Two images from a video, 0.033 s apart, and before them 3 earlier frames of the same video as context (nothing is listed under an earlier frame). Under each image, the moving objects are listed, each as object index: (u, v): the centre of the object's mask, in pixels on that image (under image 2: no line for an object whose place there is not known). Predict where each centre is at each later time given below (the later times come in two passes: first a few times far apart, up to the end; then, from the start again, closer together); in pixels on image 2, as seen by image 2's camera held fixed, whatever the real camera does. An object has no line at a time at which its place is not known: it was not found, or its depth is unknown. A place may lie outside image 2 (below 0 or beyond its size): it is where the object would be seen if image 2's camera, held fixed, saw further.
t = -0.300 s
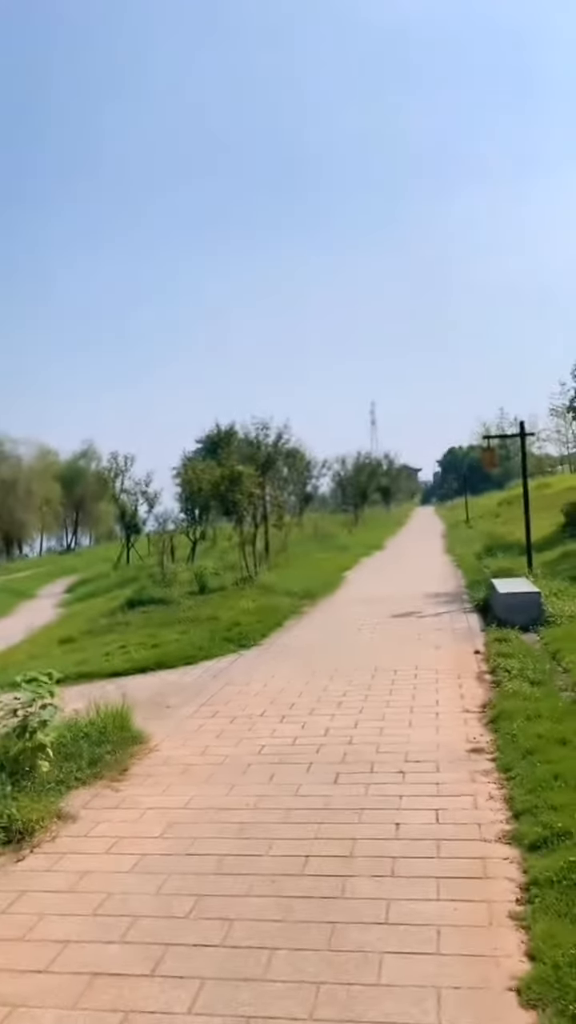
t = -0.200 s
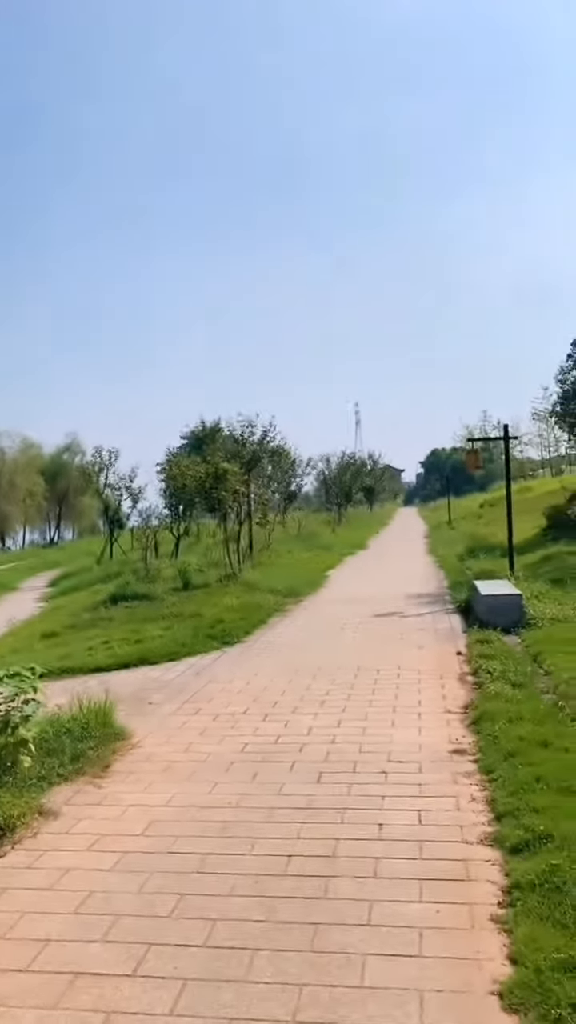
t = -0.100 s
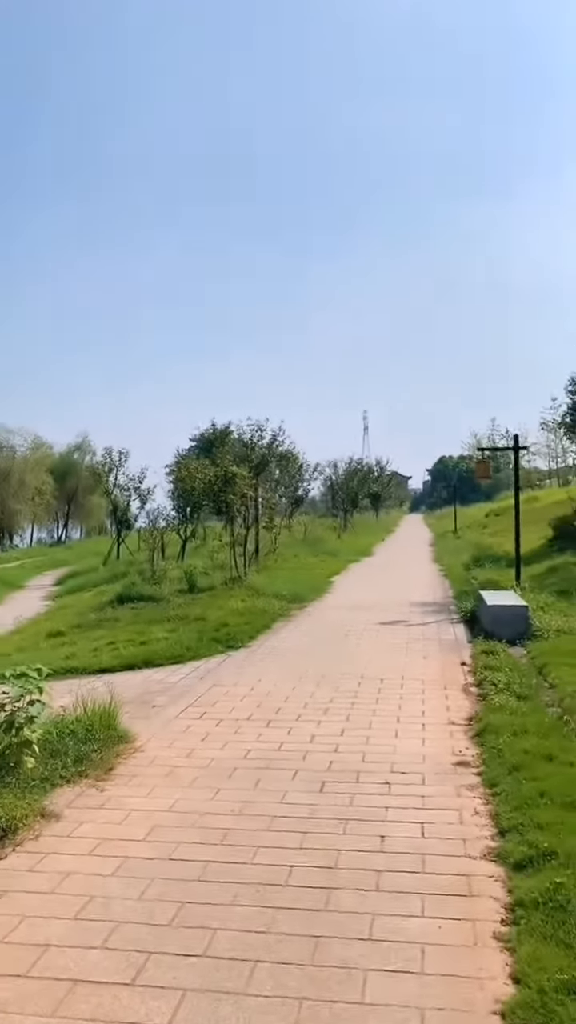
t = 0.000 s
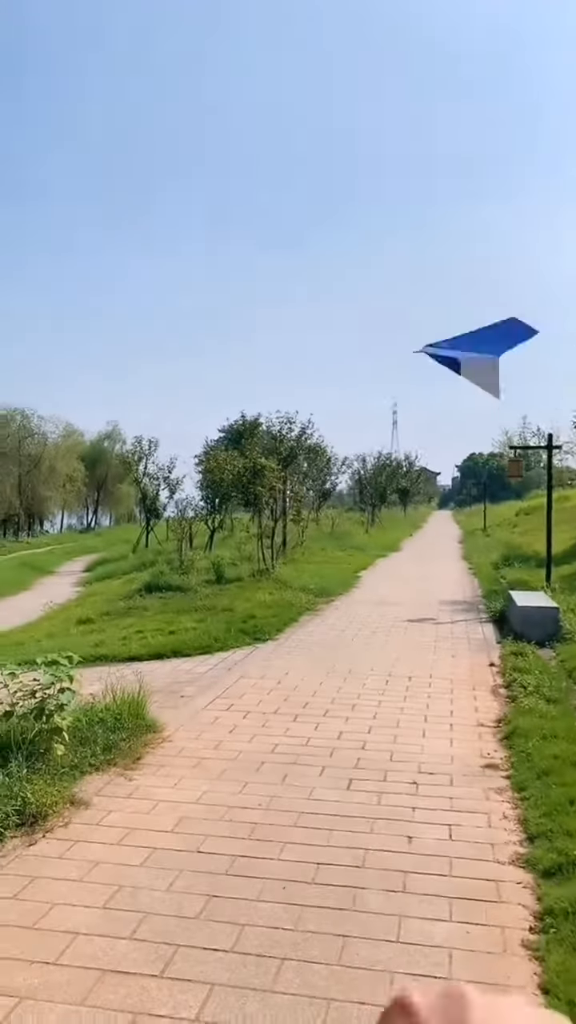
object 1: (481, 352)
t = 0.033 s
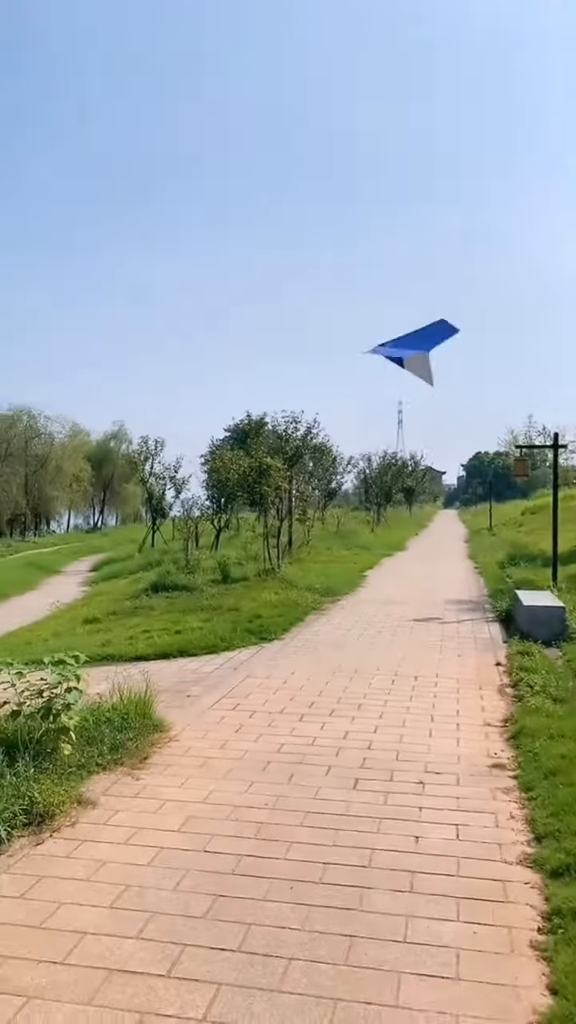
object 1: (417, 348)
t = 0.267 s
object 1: (237, 342)
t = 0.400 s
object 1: (167, 339)
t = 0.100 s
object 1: (350, 348)
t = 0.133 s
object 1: (306, 347)
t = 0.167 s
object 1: (282, 346)
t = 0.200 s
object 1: (270, 346)
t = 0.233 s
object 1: (246, 343)
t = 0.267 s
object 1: (237, 342)
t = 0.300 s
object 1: (216, 340)
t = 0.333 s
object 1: (199, 339)
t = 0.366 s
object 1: (174, 339)
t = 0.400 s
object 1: (167, 339)
